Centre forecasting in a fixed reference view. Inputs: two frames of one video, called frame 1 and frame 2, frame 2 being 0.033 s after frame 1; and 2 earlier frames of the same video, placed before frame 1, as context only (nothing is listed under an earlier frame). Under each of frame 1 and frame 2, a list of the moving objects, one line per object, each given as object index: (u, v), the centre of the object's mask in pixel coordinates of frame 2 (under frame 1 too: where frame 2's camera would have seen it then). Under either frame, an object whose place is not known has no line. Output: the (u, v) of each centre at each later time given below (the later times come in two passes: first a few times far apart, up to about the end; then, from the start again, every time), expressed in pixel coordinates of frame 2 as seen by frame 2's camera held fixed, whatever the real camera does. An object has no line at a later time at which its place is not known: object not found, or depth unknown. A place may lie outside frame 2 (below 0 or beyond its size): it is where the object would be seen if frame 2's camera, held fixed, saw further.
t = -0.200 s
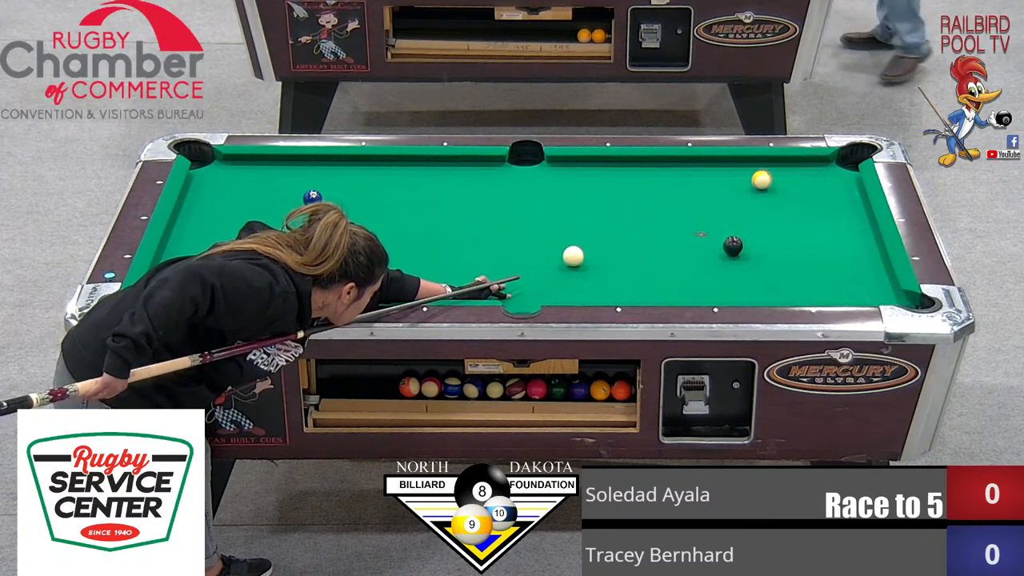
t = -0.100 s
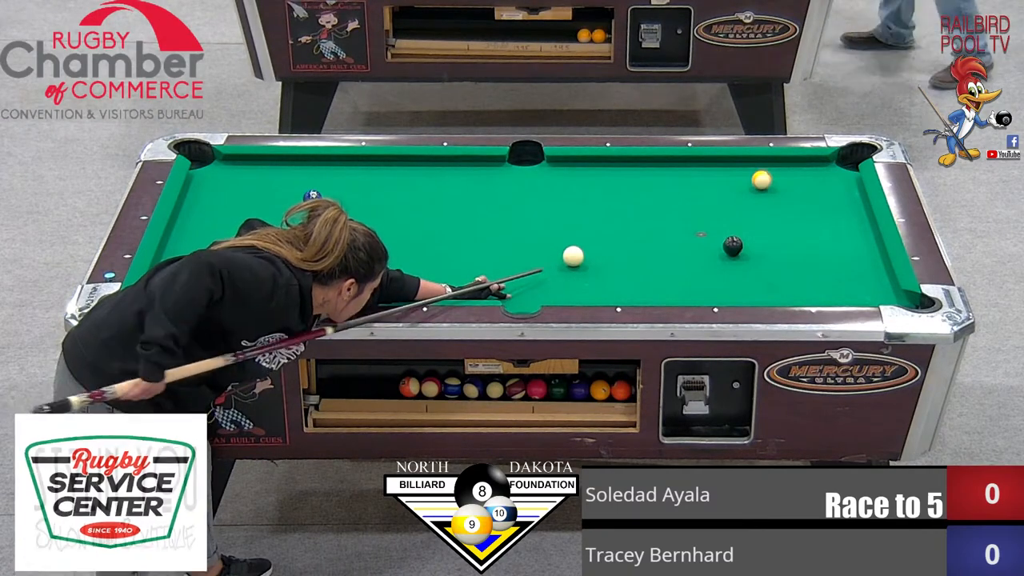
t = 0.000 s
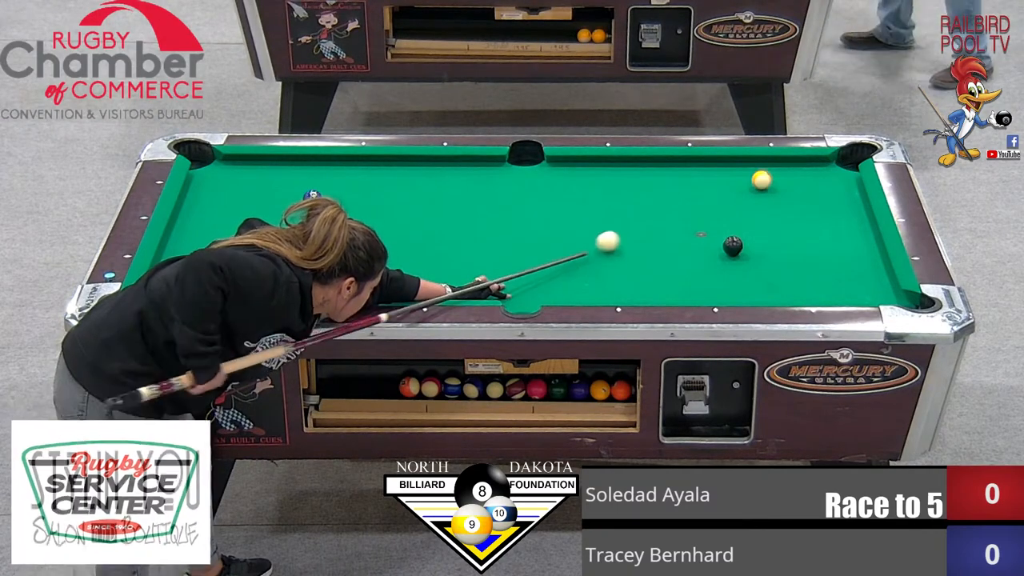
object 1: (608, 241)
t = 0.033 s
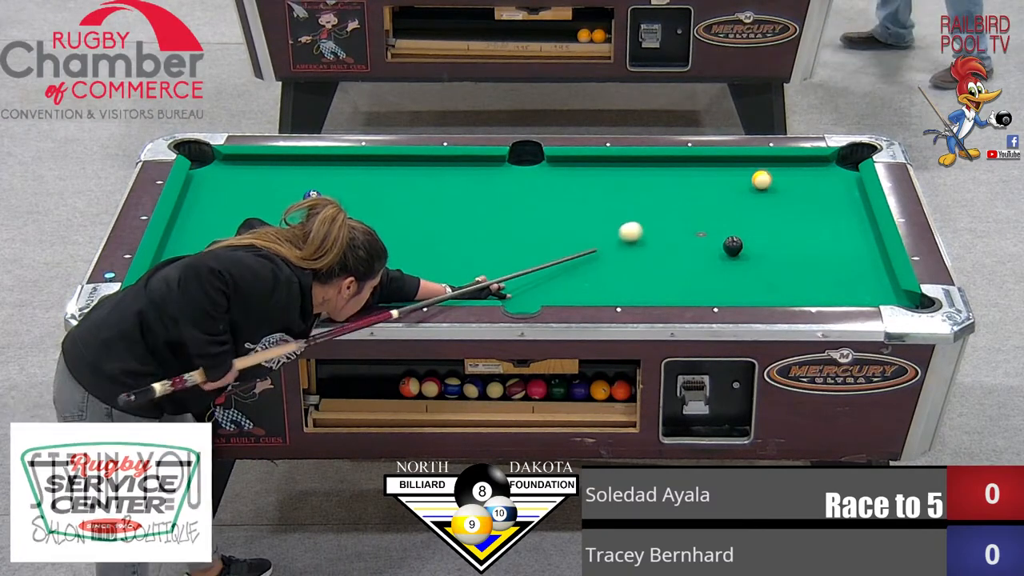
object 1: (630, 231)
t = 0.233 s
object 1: (745, 183)
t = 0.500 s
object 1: (729, 169)
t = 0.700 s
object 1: (719, 161)
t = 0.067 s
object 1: (652, 222)
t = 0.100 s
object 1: (673, 213)
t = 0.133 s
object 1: (693, 205)
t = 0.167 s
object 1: (712, 197)
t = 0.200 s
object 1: (730, 190)
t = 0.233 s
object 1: (745, 183)
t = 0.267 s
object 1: (742, 181)
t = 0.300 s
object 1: (740, 179)
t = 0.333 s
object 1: (738, 177)
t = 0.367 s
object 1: (737, 176)
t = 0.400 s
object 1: (735, 174)
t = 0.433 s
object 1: (733, 173)
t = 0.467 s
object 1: (731, 171)
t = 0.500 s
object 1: (729, 169)
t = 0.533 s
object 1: (727, 167)
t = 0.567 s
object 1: (725, 166)
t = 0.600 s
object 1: (723, 164)
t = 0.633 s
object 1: (721, 162)
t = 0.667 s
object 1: (720, 162)
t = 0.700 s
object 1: (719, 161)
